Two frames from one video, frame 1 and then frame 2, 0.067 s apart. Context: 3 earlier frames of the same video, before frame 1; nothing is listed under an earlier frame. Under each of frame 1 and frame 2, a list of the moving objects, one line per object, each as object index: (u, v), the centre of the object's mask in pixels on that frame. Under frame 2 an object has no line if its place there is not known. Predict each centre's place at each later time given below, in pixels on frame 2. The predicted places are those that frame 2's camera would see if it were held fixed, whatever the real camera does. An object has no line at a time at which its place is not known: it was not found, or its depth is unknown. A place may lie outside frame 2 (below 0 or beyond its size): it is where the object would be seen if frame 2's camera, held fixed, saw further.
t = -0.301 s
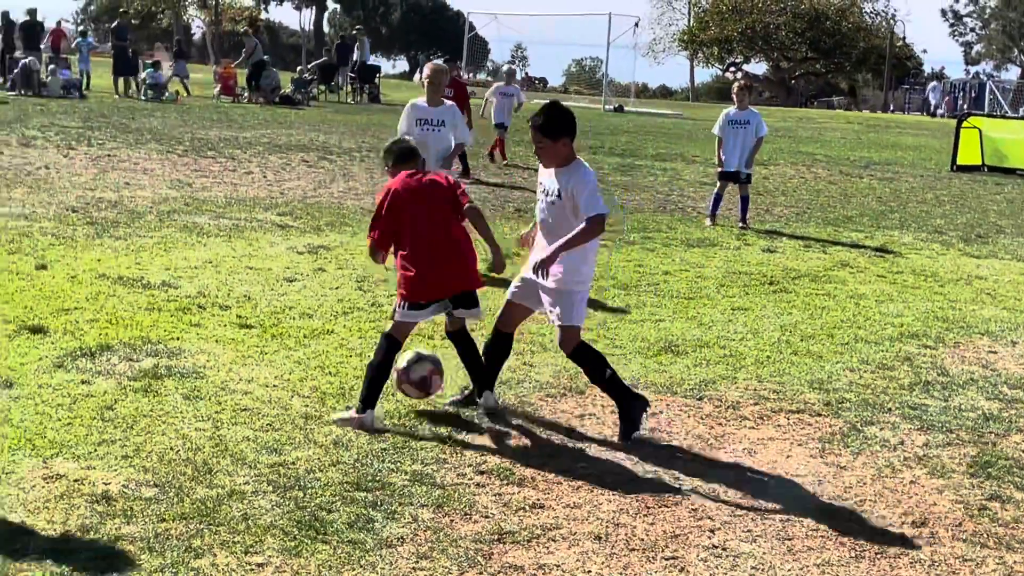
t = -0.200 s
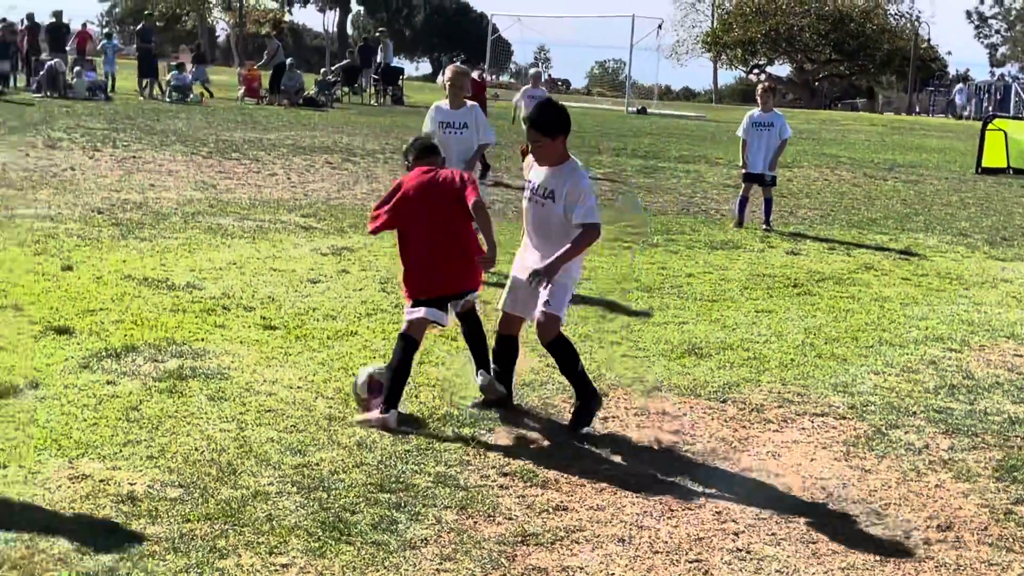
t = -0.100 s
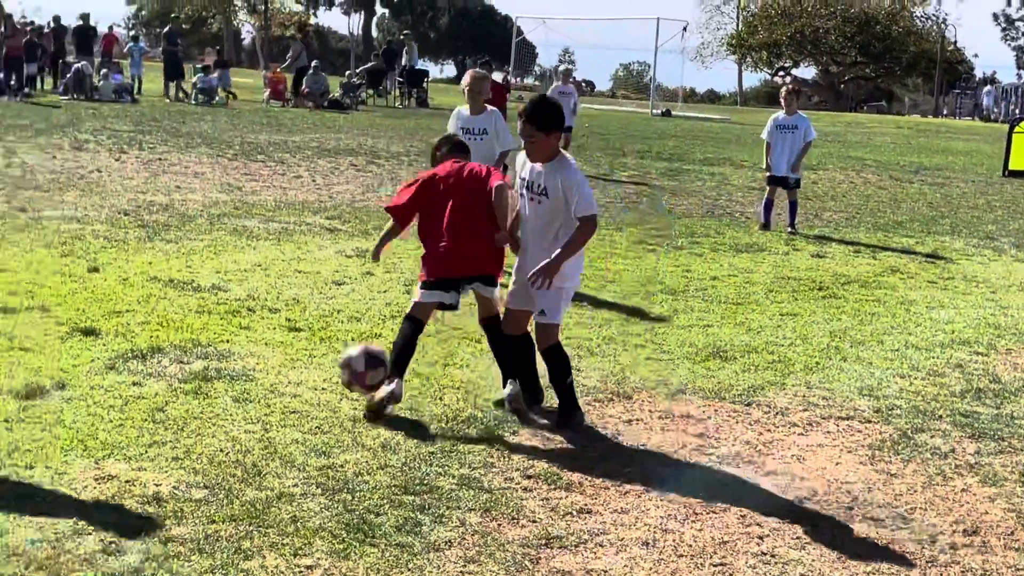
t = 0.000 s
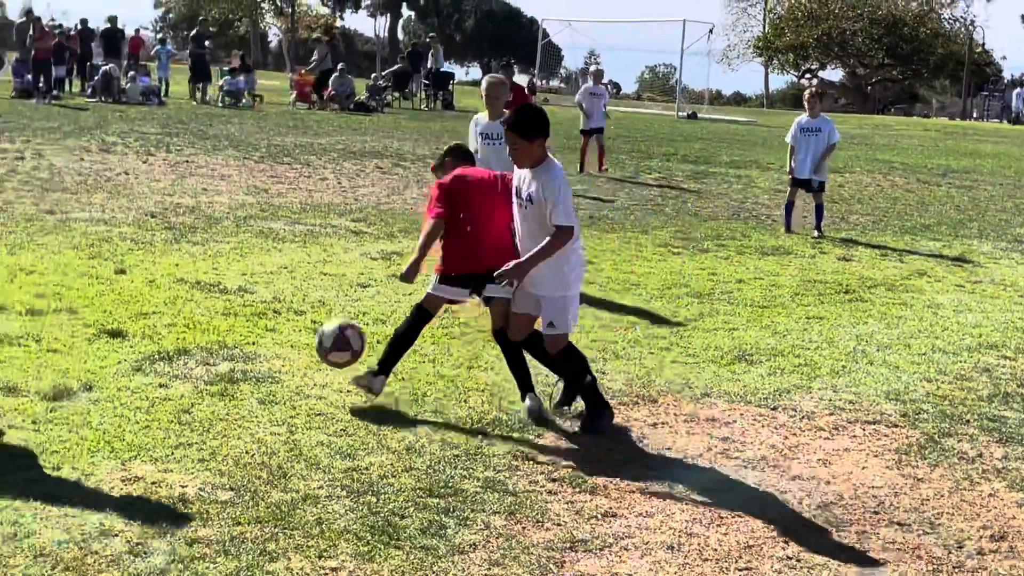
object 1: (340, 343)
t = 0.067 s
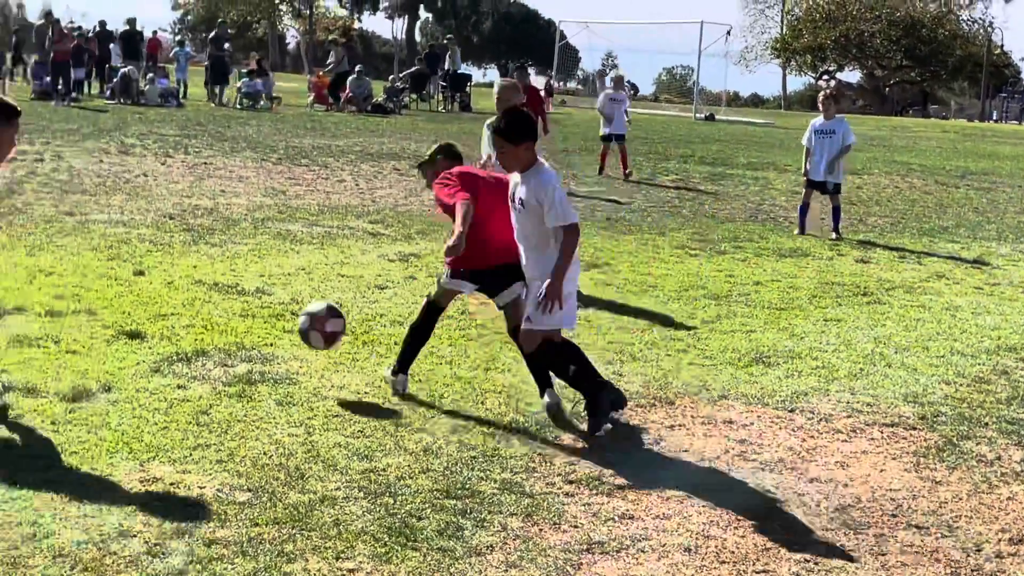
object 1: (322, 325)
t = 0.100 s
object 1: (304, 321)
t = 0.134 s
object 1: (289, 318)
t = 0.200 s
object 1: (257, 319)
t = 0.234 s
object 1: (242, 324)
